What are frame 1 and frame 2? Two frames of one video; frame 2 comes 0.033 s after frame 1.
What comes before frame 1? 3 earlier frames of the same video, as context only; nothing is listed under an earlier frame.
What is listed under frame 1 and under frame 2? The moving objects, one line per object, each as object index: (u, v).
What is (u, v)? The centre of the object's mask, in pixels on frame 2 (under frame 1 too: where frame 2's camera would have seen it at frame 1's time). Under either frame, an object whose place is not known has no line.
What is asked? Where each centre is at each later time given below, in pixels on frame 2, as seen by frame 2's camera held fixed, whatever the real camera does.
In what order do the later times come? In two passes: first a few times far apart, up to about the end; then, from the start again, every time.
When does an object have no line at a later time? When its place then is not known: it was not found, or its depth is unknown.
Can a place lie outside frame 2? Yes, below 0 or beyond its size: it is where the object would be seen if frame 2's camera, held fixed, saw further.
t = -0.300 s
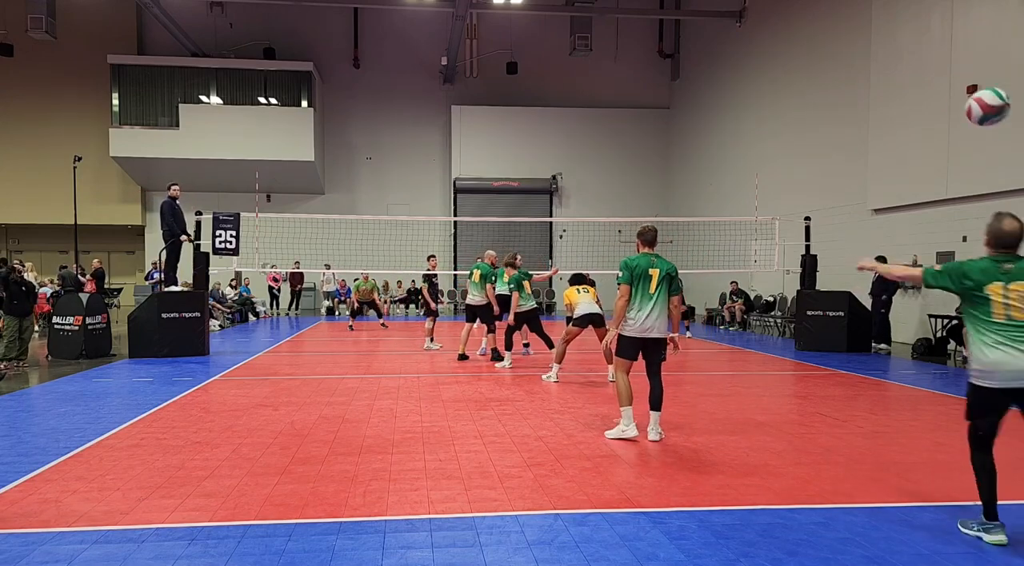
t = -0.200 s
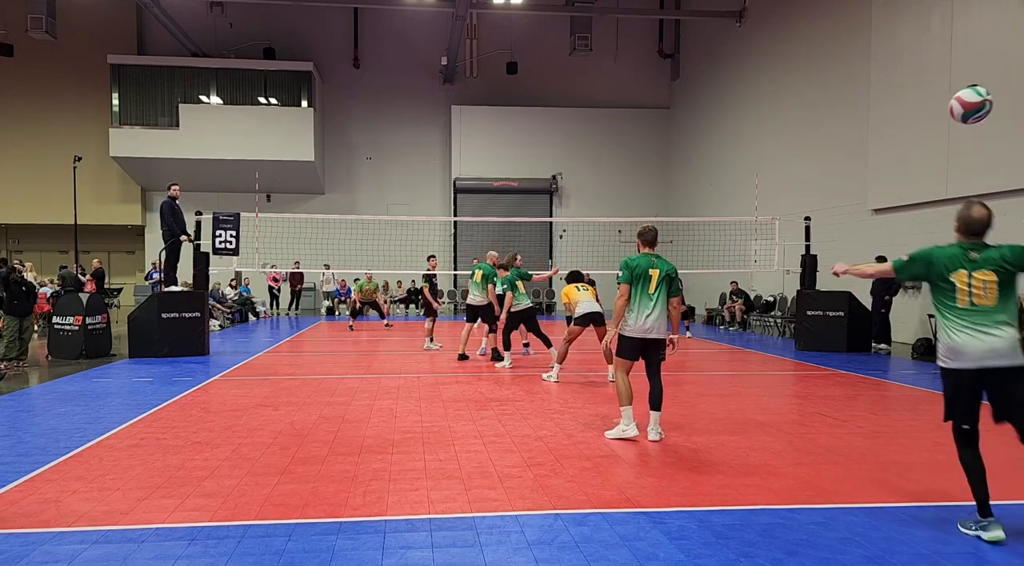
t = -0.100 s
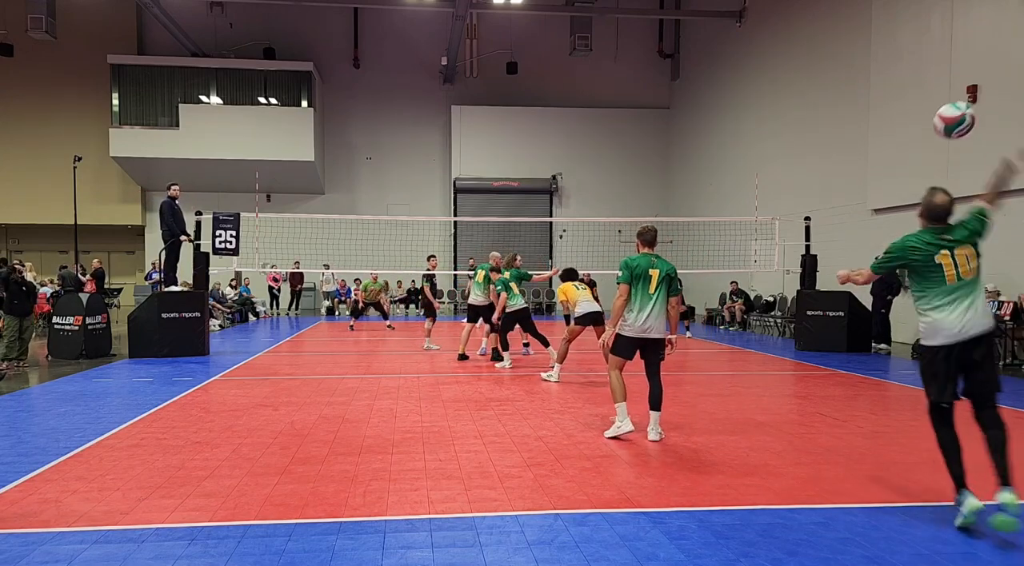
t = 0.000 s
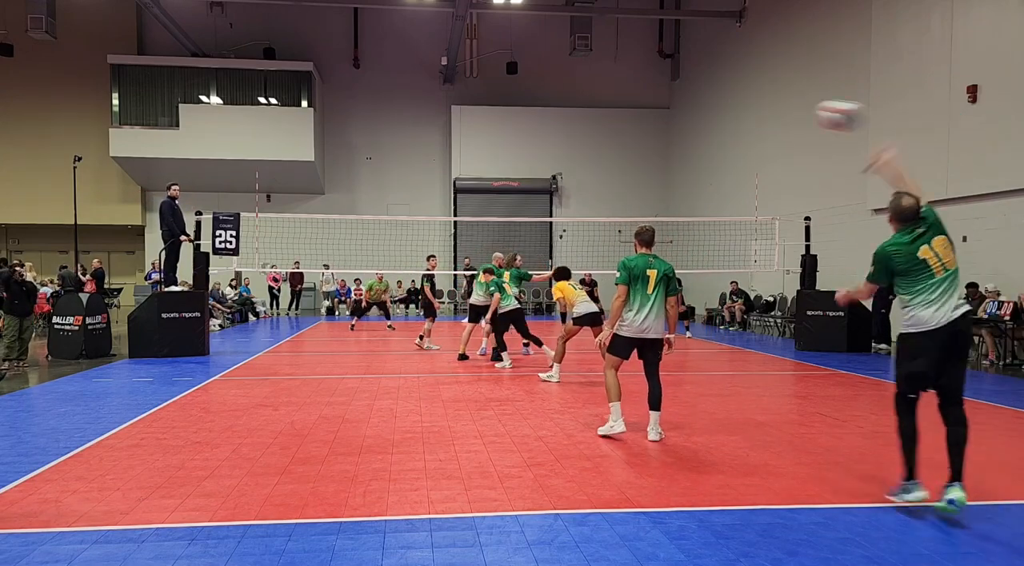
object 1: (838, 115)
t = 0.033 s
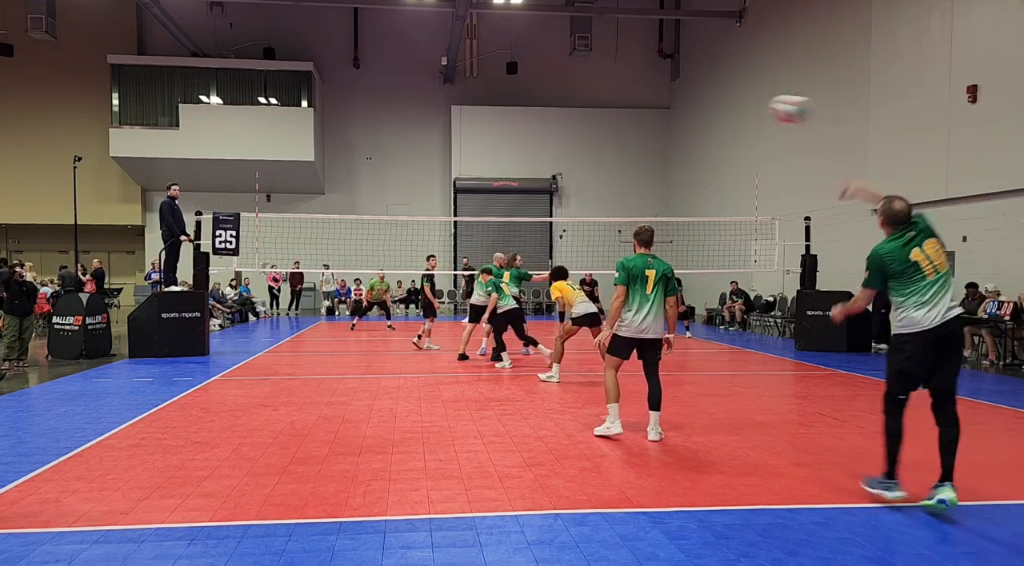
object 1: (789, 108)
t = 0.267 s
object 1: (588, 105)
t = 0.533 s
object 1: (487, 144)
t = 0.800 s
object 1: (437, 202)
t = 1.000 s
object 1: (417, 251)
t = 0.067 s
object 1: (748, 104)
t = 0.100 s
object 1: (713, 101)
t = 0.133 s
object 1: (681, 100)
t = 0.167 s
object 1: (654, 100)
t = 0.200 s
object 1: (629, 101)
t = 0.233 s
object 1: (608, 103)
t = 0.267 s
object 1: (588, 105)
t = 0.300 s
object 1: (570, 108)
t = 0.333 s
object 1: (554, 112)
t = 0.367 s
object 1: (539, 116)
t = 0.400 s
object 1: (527, 120)
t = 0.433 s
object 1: (516, 126)
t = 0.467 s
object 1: (505, 131)
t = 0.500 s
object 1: (495, 138)
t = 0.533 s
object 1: (487, 144)
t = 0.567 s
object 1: (479, 150)
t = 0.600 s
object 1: (471, 157)
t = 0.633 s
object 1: (463, 165)
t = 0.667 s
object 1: (457, 172)
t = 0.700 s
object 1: (451, 179)
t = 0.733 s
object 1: (447, 186)
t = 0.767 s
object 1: (442, 194)
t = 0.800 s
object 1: (437, 202)
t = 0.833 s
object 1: (433, 210)
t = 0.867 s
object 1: (429, 218)
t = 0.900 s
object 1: (426, 226)
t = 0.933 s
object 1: (423, 235)
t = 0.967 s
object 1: (419, 243)
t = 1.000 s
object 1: (417, 251)
